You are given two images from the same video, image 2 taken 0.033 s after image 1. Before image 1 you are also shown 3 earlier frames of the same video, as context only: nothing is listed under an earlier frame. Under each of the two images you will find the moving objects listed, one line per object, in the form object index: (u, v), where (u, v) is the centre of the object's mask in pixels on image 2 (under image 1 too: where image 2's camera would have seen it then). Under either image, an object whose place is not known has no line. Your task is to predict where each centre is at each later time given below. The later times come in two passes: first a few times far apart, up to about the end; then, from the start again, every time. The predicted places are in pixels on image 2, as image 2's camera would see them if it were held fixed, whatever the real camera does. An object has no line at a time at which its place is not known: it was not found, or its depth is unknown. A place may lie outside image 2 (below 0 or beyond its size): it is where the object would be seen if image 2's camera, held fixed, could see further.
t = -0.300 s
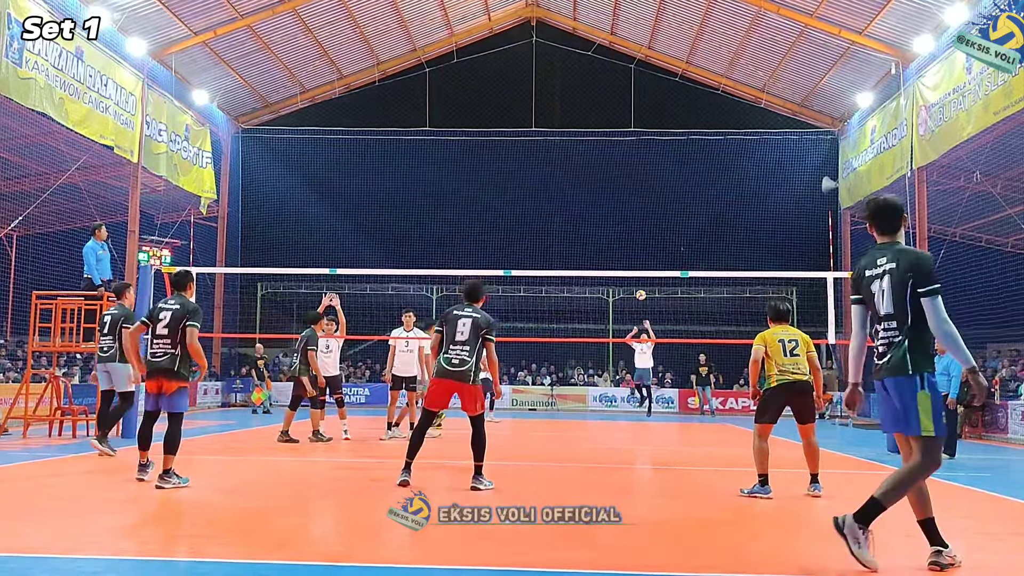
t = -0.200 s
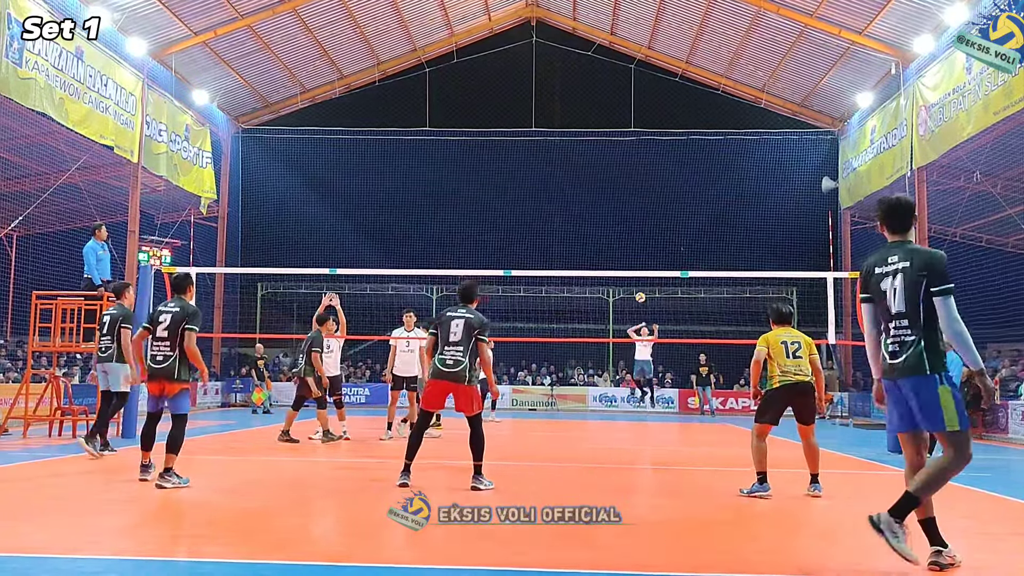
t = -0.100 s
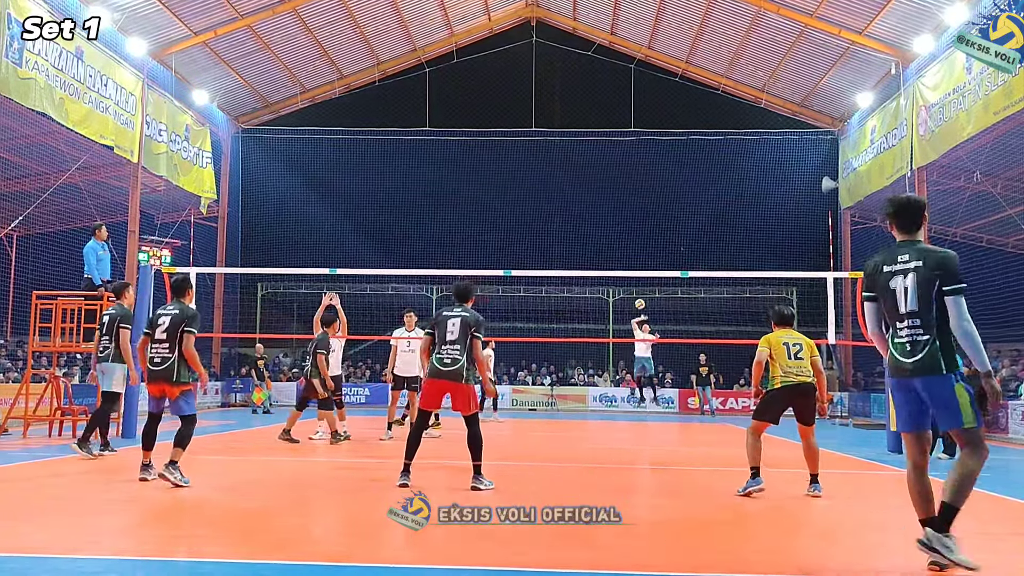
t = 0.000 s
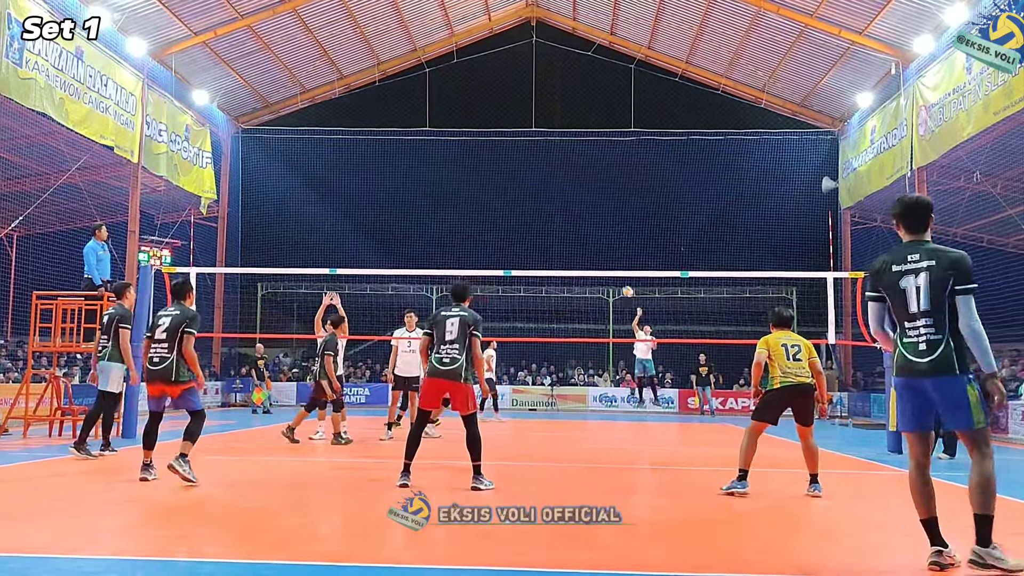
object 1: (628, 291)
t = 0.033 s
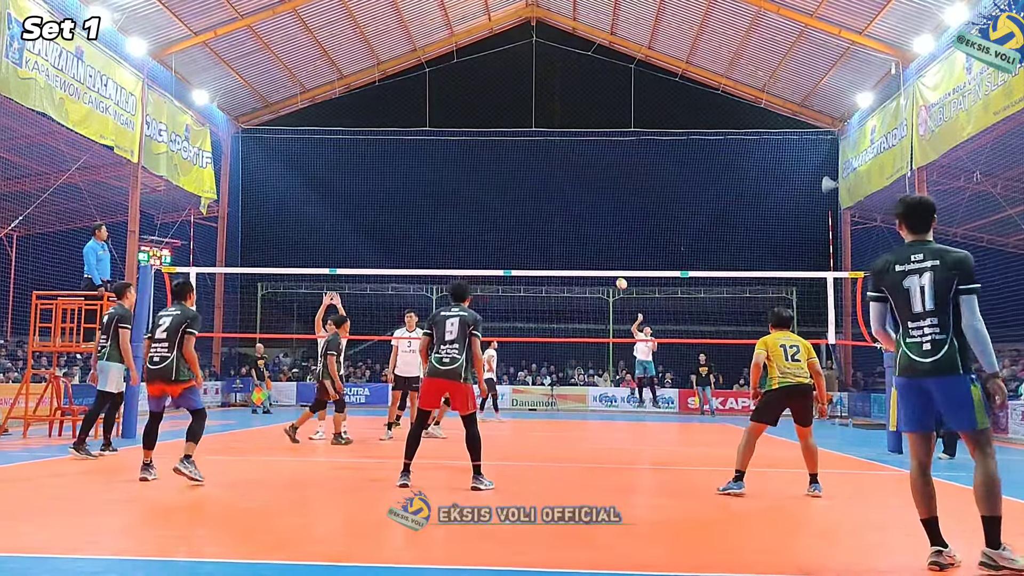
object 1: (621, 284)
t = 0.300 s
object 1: (564, 228)
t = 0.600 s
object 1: (479, 192)
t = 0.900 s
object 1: (361, 204)
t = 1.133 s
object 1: (232, 267)
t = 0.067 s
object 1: (615, 277)
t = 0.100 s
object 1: (608, 267)
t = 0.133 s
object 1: (601, 261)
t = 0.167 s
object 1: (594, 253)
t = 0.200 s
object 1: (587, 247)
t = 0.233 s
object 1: (579, 240)
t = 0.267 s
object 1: (572, 233)
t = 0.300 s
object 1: (564, 228)
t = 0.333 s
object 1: (556, 222)
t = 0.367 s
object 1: (548, 217)
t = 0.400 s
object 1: (539, 212)
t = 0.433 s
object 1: (530, 208)
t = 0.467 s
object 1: (520, 204)
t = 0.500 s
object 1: (511, 200)
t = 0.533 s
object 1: (501, 197)
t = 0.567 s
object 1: (490, 194)
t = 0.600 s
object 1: (479, 192)
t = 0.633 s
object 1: (467, 190)
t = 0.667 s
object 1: (455, 189)
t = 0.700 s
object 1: (443, 189)
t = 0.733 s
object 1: (430, 190)
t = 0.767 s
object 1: (417, 191)
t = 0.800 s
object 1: (404, 193)
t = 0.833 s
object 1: (390, 196)
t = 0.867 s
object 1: (376, 200)
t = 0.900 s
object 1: (361, 204)
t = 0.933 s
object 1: (345, 209)
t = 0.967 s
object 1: (328, 216)
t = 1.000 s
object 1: (311, 223)
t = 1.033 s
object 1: (292, 232)
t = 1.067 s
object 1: (273, 242)
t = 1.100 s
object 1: (253, 254)
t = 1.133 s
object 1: (232, 267)
